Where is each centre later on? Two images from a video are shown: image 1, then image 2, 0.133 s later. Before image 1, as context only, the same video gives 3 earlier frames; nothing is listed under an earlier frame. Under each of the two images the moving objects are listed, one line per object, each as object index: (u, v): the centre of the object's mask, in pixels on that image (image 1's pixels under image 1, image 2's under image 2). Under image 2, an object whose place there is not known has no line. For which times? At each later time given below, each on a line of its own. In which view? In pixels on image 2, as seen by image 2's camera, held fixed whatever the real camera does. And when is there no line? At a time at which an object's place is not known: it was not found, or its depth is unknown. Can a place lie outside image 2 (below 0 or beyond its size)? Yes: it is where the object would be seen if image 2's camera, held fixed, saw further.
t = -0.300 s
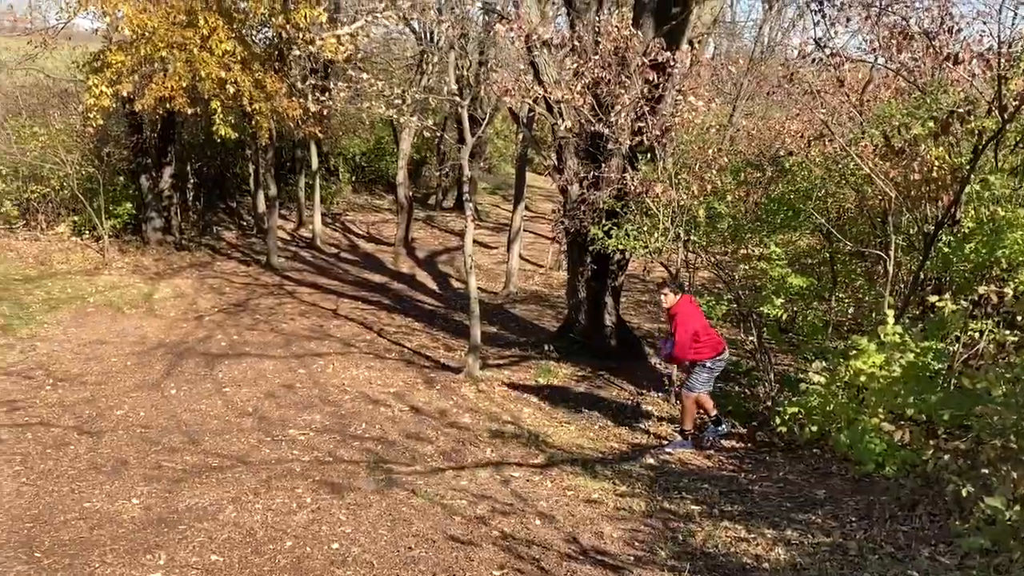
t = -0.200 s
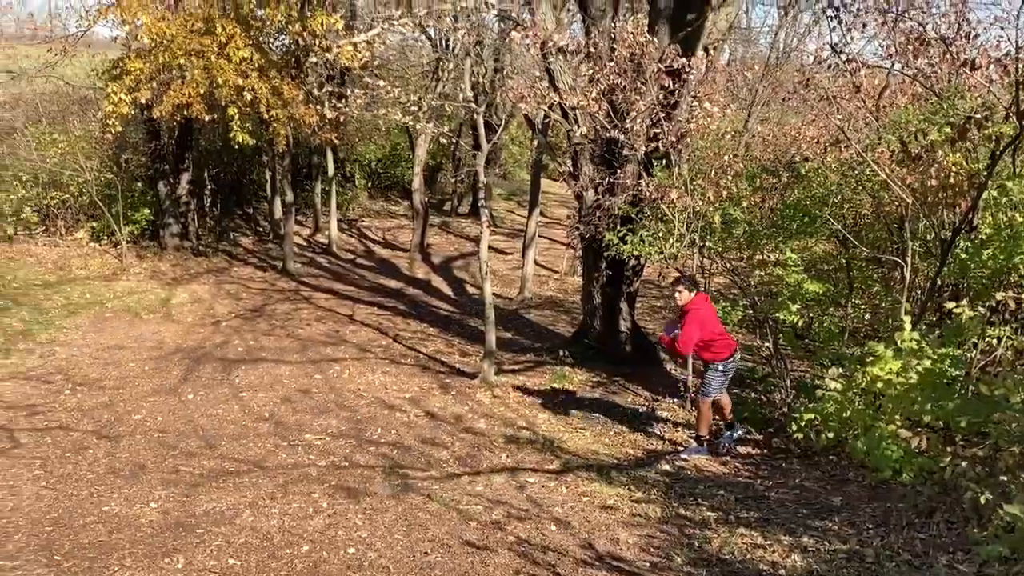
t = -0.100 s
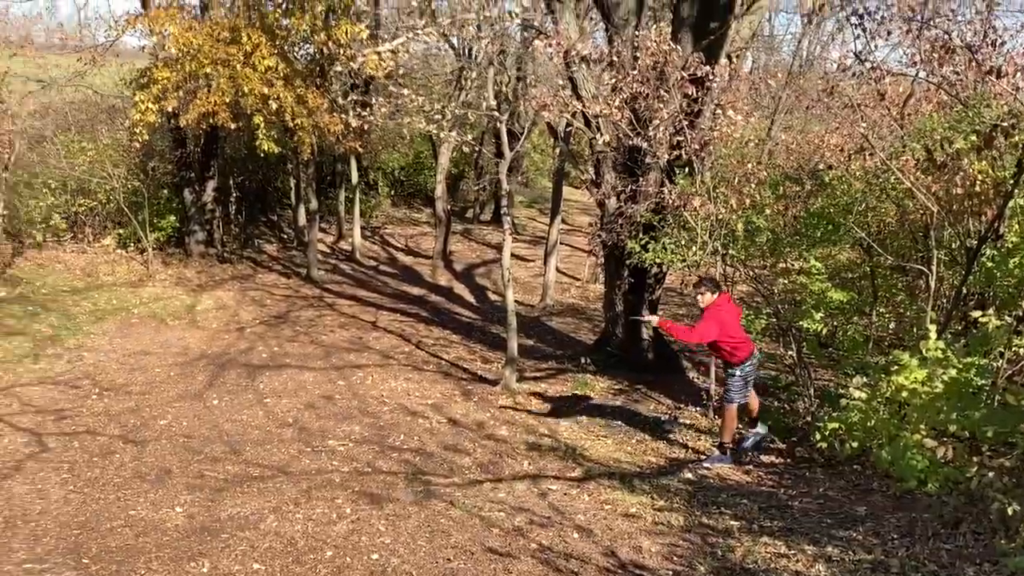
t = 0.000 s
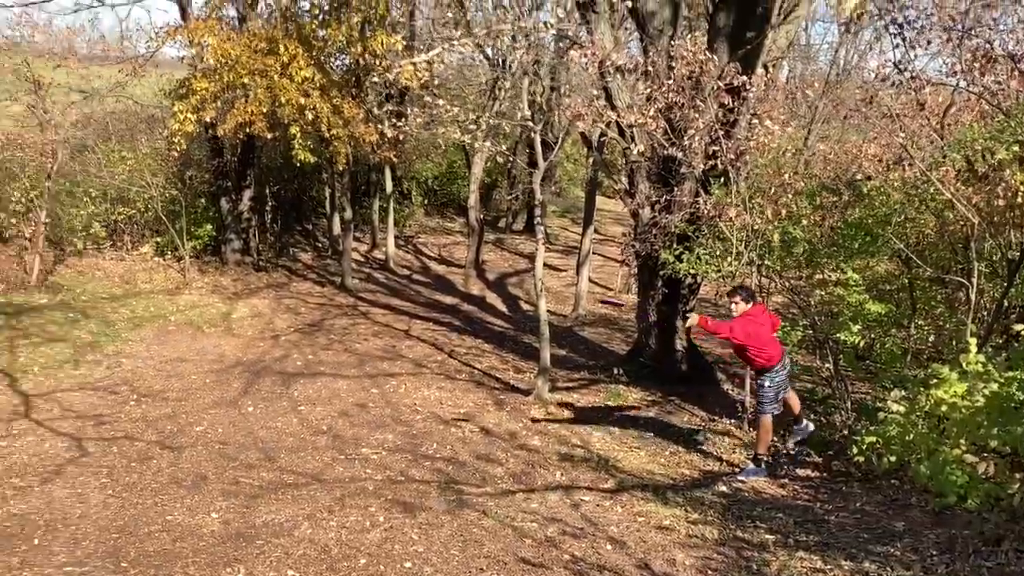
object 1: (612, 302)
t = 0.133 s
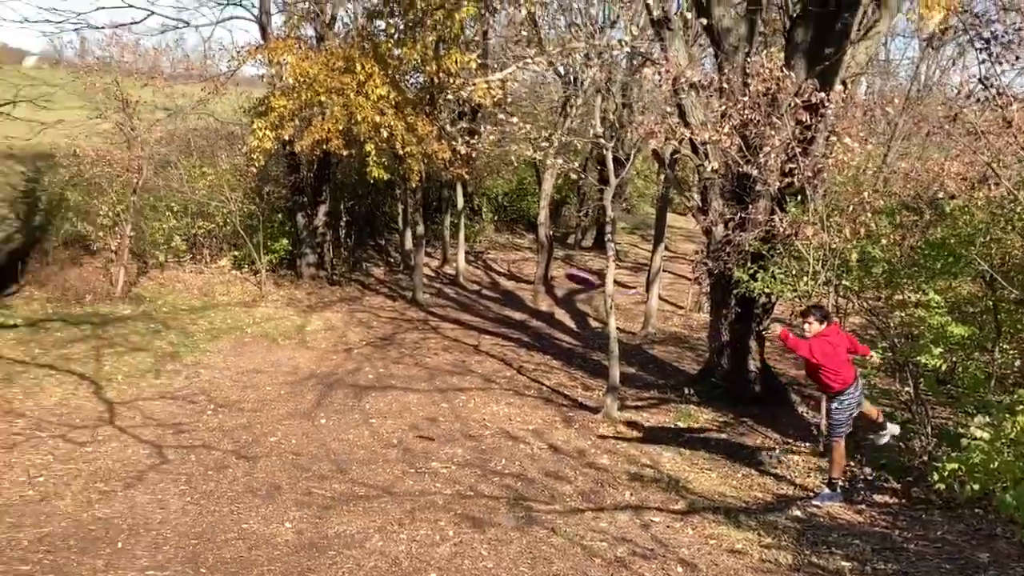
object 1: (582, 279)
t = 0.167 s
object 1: (553, 268)
